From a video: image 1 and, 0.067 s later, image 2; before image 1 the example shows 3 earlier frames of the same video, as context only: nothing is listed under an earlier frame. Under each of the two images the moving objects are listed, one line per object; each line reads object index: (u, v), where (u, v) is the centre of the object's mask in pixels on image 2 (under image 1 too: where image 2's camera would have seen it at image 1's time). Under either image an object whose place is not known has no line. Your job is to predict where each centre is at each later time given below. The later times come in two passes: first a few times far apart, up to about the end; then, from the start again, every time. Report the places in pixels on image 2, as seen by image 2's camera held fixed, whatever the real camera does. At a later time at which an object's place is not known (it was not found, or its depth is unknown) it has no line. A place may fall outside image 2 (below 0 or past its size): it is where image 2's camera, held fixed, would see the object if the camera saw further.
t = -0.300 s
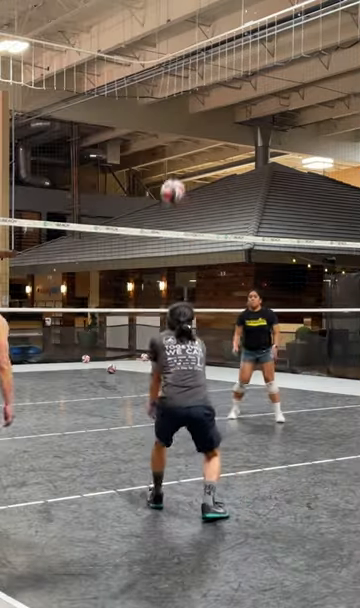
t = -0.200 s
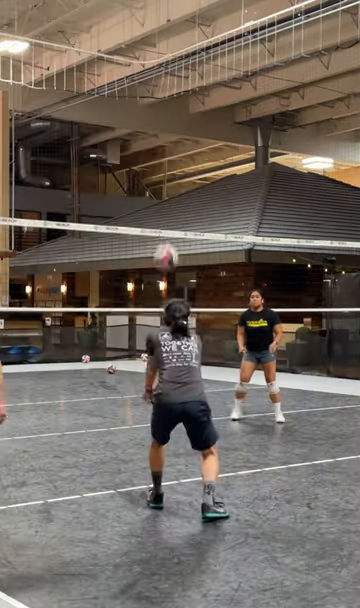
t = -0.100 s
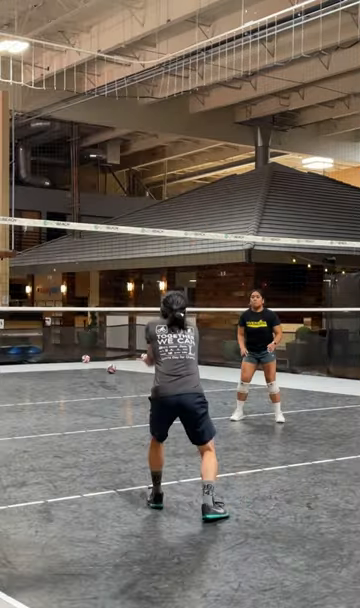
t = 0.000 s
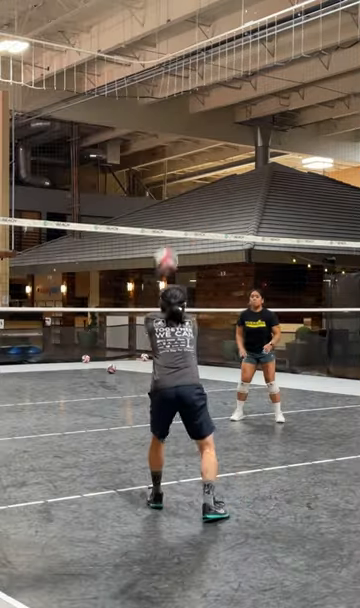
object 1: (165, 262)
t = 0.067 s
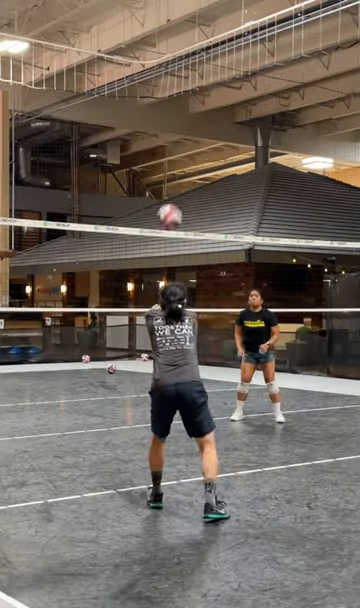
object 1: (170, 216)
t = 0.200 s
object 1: (177, 151)
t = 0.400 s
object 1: (187, 99)
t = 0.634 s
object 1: (196, 95)
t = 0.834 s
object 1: (204, 131)
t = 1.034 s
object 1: (210, 194)
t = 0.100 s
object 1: (171, 197)
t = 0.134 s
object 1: (173, 181)
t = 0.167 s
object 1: (175, 165)
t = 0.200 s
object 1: (177, 151)
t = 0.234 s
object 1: (179, 138)
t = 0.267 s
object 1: (180, 128)
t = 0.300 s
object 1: (182, 118)
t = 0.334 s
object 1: (184, 111)
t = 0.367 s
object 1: (185, 104)
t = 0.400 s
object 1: (187, 99)
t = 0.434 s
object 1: (188, 95)
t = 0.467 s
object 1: (190, 92)
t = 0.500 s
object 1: (192, 90)
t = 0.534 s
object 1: (193, 90)
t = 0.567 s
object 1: (194, 91)
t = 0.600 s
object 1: (195, 92)
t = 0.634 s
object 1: (196, 95)
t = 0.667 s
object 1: (198, 98)
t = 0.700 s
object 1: (199, 104)
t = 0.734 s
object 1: (200, 109)
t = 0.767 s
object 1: (202, 116)
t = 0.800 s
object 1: (203, 123)
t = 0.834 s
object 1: (204, 131)
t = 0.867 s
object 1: (205, 139)
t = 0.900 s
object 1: (206, 150)
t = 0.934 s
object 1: (206, 159)
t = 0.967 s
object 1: (207, 170)
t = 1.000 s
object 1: (209, 183)
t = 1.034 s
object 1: (210, 194)
